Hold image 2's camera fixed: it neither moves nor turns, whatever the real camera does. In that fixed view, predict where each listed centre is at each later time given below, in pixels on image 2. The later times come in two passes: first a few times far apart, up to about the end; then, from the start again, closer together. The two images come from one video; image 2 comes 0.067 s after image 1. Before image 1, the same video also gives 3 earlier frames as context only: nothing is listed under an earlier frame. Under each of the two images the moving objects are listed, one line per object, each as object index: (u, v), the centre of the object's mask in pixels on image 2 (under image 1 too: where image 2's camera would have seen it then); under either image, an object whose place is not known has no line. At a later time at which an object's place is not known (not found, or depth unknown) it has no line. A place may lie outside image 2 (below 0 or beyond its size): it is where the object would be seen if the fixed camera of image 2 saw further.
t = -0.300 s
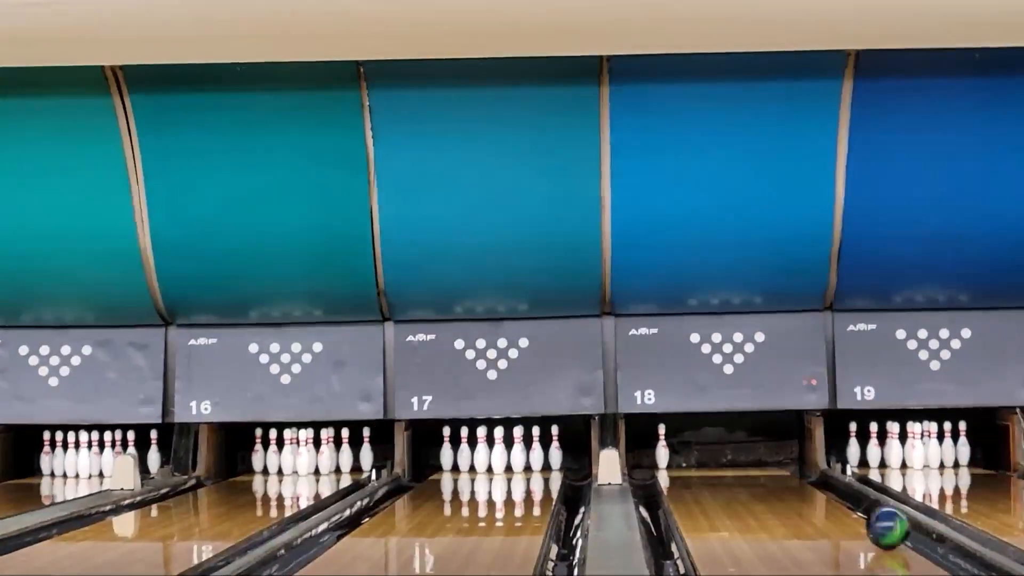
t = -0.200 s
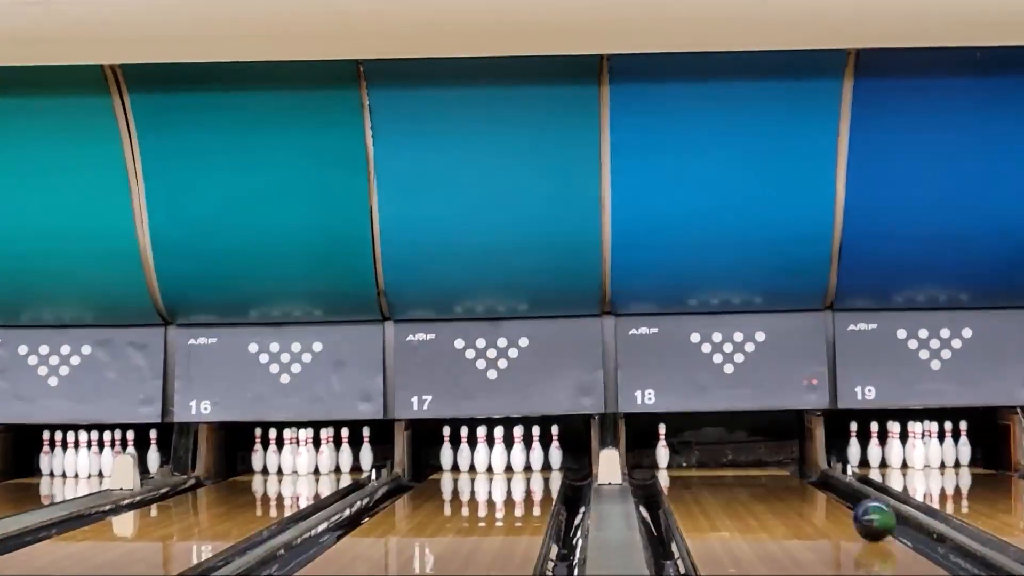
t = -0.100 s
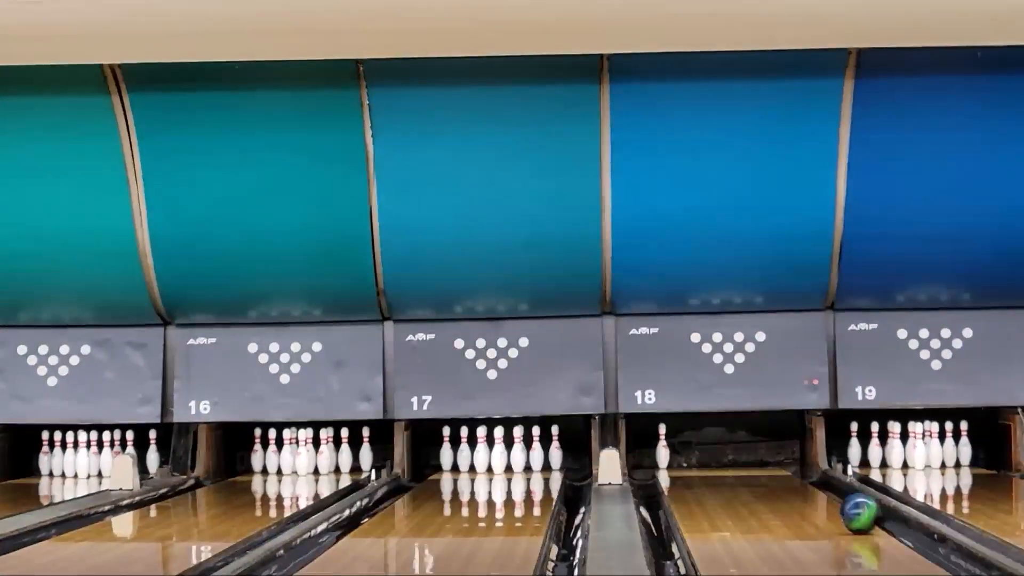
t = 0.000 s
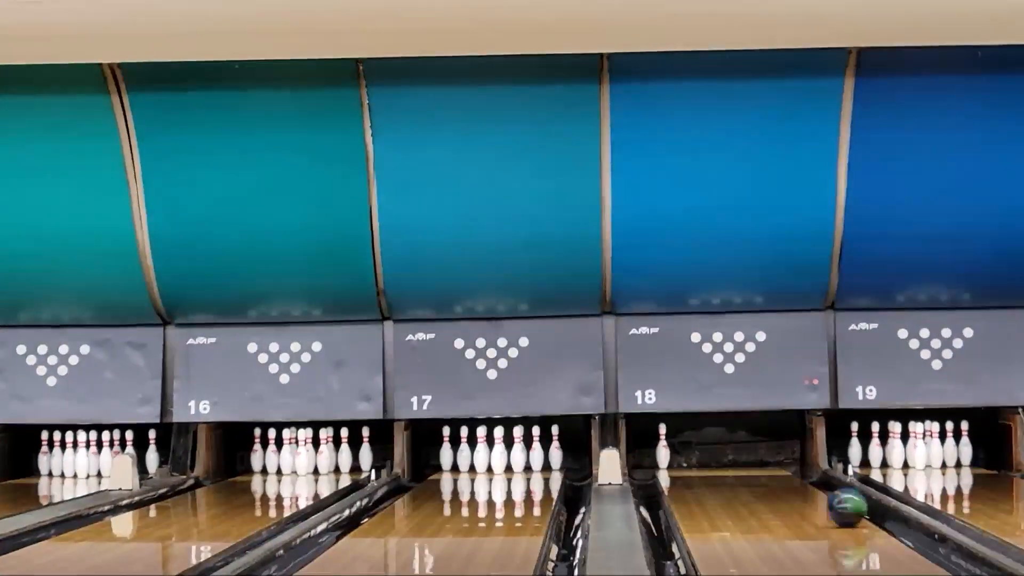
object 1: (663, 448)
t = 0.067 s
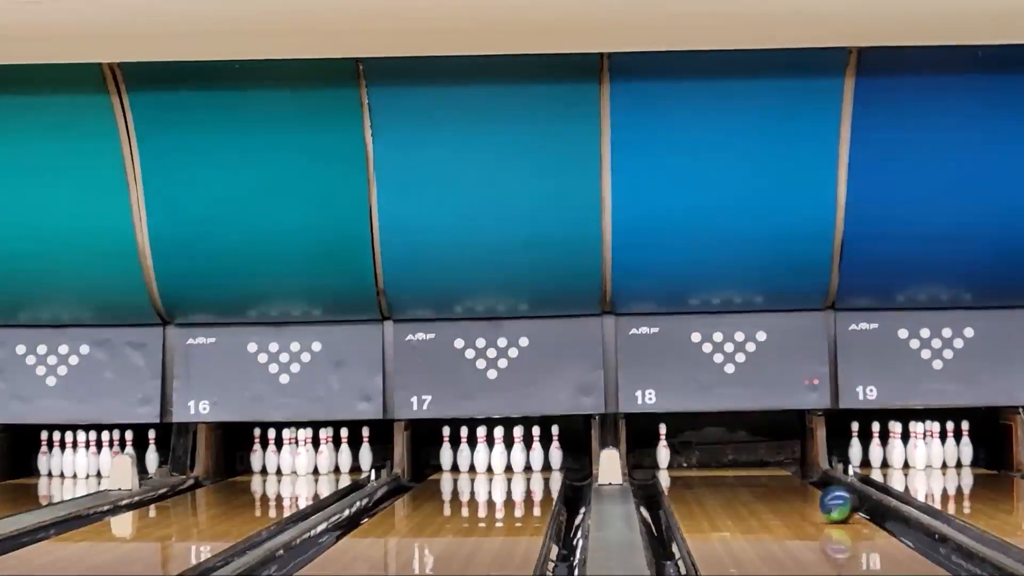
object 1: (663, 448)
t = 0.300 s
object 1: (663, 448)
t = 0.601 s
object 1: (663, 448)
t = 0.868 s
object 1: (663, 448)
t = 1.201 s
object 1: (663, 447)
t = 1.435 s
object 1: (663, 445)
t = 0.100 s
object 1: (663, 448)
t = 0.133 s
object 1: (663, 448)
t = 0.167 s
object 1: (663, 448)
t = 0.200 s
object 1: (663, 448)
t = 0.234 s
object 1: (663, 448)
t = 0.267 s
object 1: (663, 448)
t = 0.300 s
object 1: (663, 448)
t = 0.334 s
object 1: (663, 448)
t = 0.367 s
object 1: (663, 448)
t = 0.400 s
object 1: (663, 448)
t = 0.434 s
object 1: (663, 448)
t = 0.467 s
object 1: (663, 448)
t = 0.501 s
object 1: (663, 448)
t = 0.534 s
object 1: (663, 448)
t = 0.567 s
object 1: (663, 448)
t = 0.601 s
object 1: (663, 448)
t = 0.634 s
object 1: (663, 447)
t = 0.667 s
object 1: (663, 448)
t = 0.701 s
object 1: (663, 448)
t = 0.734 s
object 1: (663, 448)
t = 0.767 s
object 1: (663, 448)
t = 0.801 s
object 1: (663, 448)
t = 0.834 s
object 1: (663, 448)
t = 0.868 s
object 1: (663, 448)
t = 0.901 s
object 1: (663, 448)
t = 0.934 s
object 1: (663, 448)
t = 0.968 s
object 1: (663, 448)
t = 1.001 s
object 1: (663, 448)
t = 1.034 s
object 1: (663, 448)
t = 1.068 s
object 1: (663, 448)
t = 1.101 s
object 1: (663, 448)
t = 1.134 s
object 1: (663, 448)
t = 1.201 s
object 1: (663, 447)
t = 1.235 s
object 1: (663, 448)
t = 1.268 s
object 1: (664, 447)
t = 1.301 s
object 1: (664, 448)
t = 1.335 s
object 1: (663, 448)
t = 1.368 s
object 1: (664, 448)
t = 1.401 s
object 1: (664, 447)
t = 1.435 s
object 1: (663, 445)
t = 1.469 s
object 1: (662, 443)
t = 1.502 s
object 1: (663, 436)
